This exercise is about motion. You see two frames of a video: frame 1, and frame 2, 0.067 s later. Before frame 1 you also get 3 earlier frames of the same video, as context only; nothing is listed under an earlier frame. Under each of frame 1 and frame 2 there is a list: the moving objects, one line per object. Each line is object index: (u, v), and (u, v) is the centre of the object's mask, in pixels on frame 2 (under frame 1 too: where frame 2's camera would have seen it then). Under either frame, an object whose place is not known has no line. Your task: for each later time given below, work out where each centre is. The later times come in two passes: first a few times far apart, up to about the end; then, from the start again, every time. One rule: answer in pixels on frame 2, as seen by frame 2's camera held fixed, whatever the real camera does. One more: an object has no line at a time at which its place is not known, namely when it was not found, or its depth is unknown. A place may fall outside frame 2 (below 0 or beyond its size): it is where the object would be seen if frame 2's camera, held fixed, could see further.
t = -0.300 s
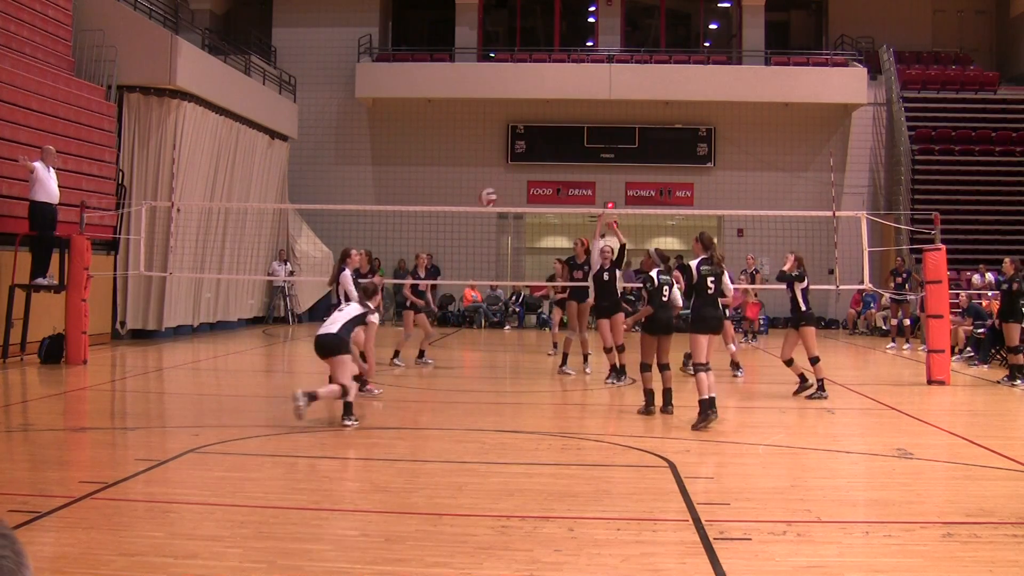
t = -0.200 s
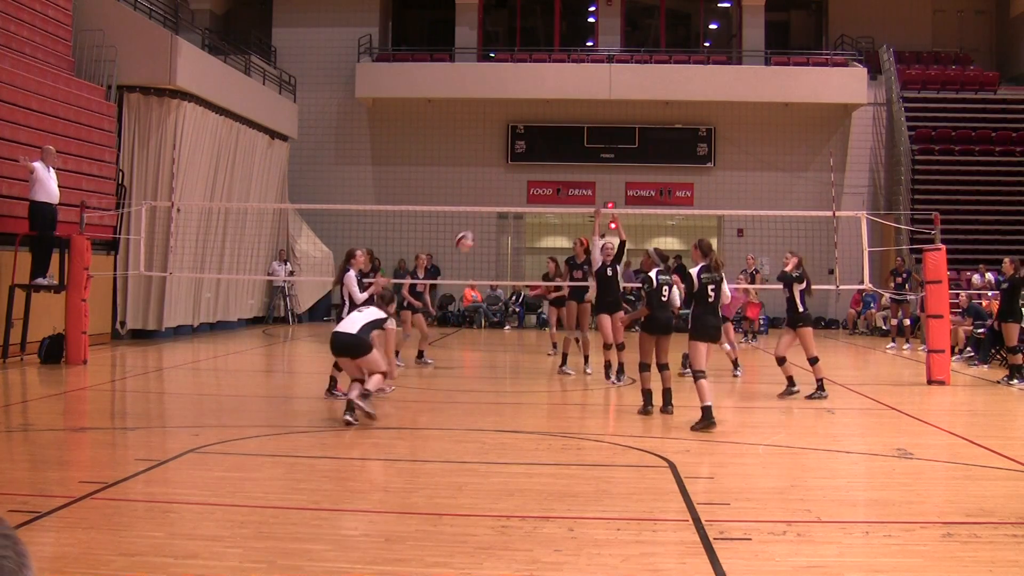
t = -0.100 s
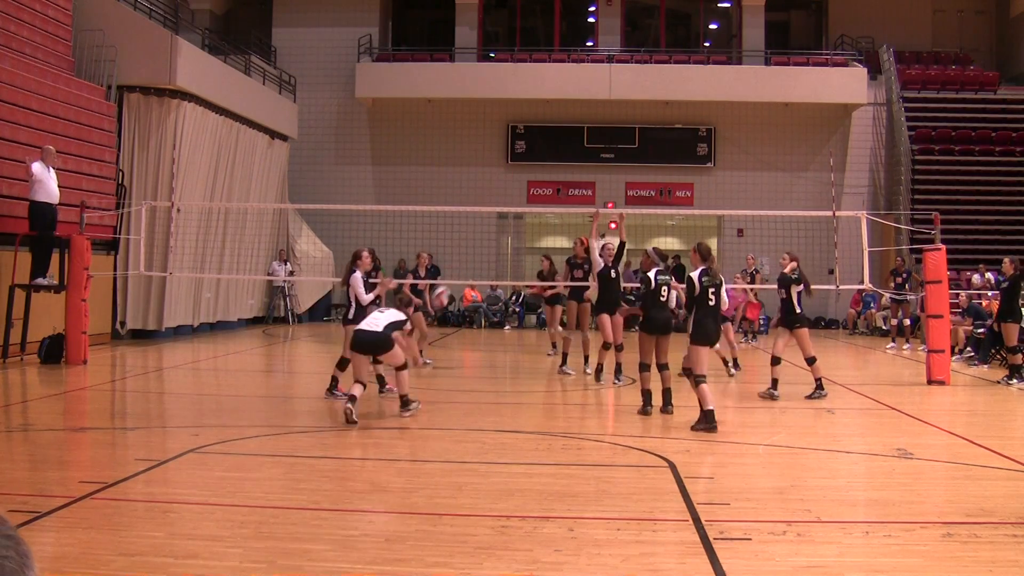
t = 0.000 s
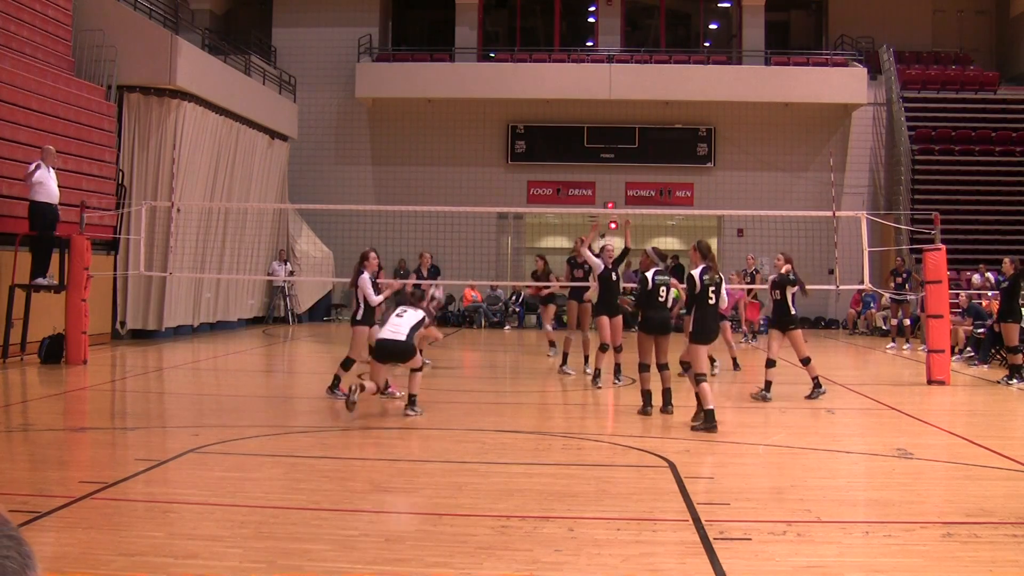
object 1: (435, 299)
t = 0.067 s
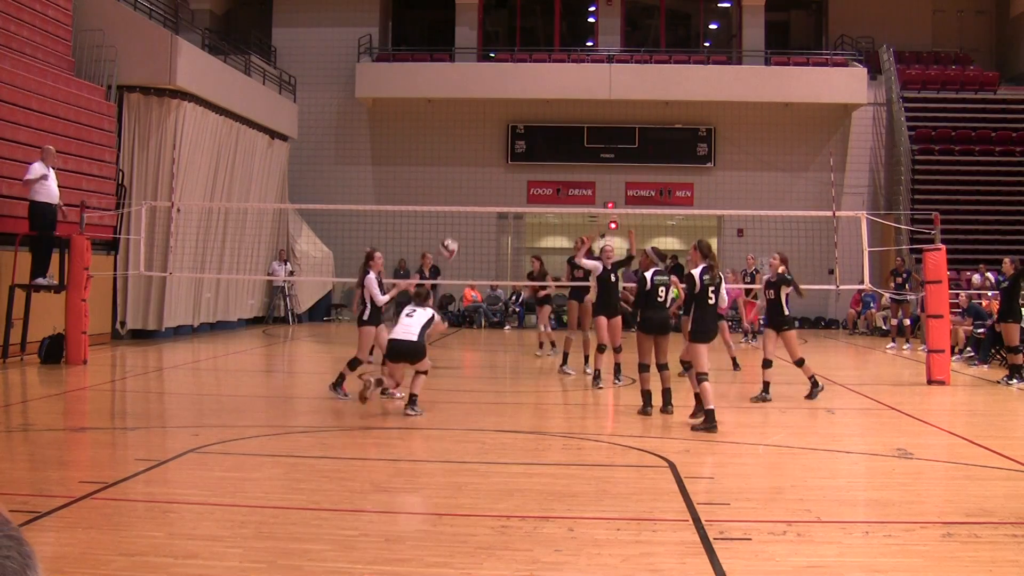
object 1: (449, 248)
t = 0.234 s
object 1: (478, 156)
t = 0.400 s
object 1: (503, 94)
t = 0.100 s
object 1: (454, 227)
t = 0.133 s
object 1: (460, 209)
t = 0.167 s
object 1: (467, 190)
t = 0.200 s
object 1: (472, 172)
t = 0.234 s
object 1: (478, 156)
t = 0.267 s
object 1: (483, 141)
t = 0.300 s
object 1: (489, 128)
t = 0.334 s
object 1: (494, 116)
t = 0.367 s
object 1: (499, 104)
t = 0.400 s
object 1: (503, 94)
